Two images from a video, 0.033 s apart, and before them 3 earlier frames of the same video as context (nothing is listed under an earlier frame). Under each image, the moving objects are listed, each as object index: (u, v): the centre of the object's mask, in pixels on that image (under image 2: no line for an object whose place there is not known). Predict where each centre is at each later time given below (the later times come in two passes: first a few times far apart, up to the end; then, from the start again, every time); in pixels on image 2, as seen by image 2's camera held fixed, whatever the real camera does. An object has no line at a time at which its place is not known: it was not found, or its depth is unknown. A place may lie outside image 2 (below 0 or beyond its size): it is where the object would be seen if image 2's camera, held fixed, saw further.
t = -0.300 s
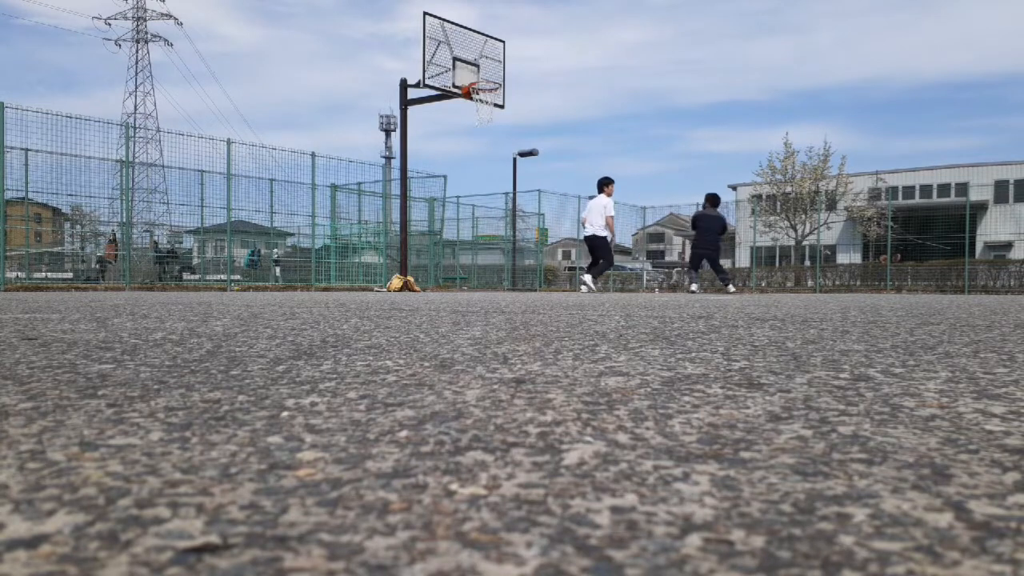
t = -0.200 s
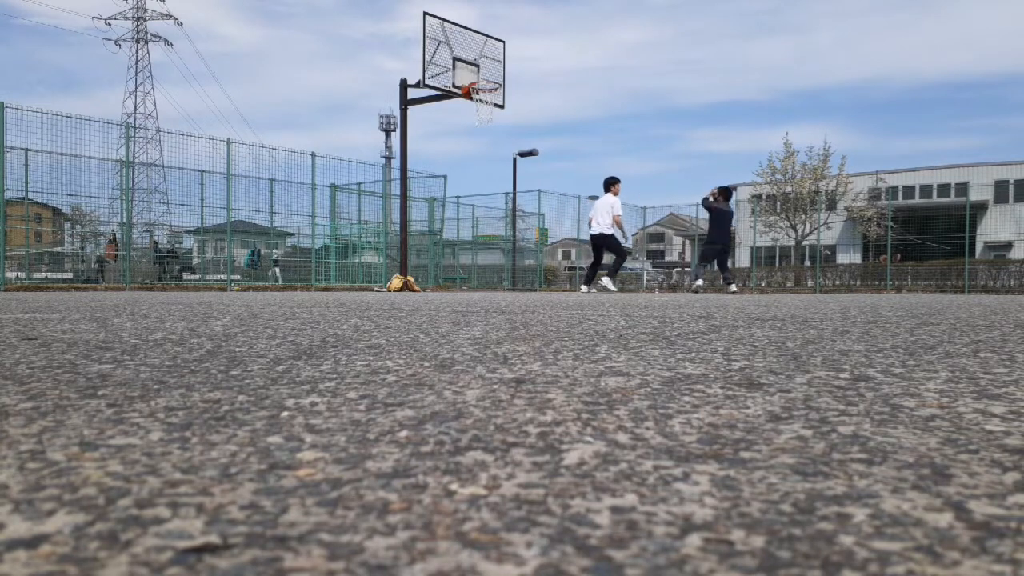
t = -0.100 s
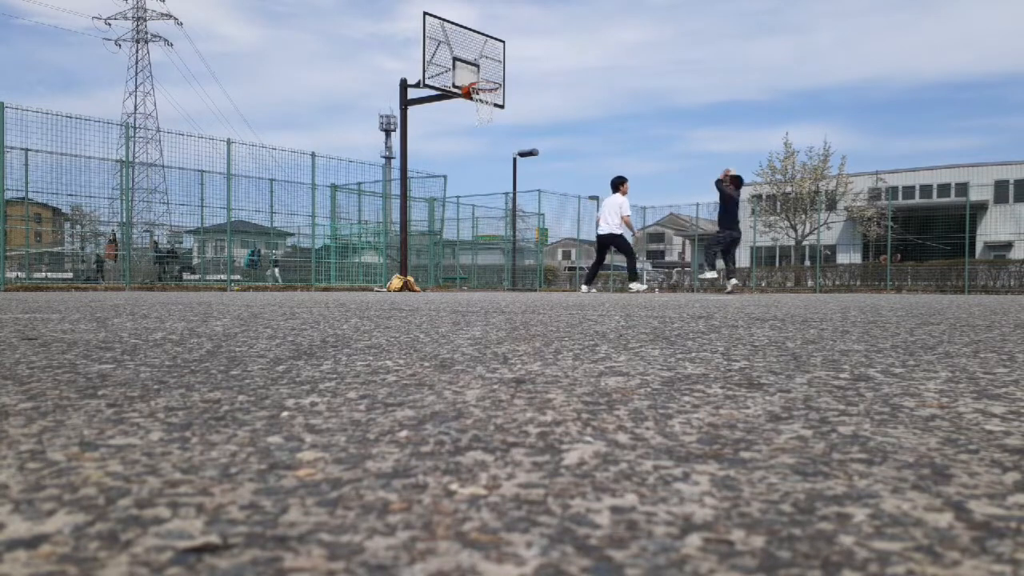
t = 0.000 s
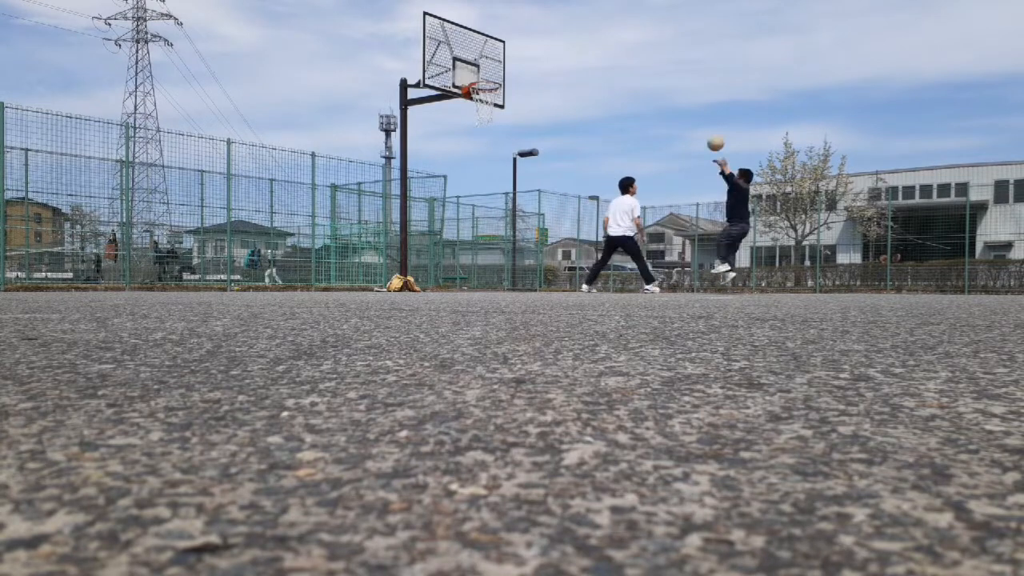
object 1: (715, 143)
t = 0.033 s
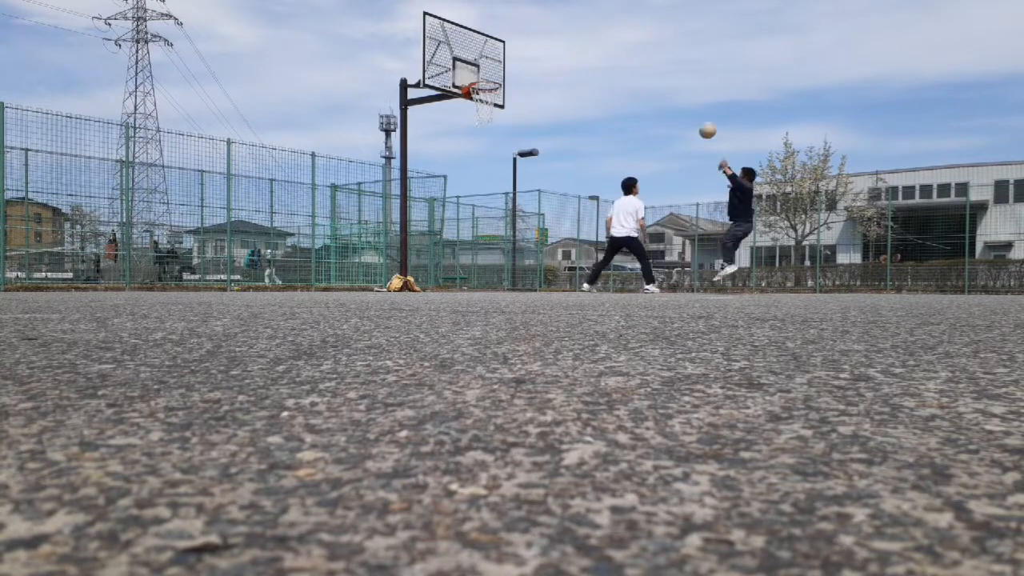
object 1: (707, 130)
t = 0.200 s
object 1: (667, 81)
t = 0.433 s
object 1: (610, 41)
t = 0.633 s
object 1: (561, 36)
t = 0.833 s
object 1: (513, 59)
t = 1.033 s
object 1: (473, 96)
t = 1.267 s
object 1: (471, 115)
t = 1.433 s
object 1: (472, 146)
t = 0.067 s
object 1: (699, 119)
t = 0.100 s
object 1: (691, 109)
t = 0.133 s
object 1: (683, 98)
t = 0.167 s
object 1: (675, 89)
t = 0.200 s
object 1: (667, 81)
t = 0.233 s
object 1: (658, 72)
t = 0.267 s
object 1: (650, 65)
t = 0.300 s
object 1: (642, 59)
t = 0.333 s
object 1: (634, 53)
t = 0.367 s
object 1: (626, 48)
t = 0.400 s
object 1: (618, 44)
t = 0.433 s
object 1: (610, 41)
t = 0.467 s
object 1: (602, 38)
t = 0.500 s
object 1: (594, 36)
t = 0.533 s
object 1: (586, 35)
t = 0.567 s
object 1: (578, 35)
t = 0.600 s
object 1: (570, 35)
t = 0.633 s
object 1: (561, 36)
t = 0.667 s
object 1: (553, 38)
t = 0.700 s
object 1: (545, 41)
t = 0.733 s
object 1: (538, 44)
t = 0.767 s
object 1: (530, 48)
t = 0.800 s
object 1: (522, 53)
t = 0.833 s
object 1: (513, 59)
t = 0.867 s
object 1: (506, 64)
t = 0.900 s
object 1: (499, 71)
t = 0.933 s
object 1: (492, 78)
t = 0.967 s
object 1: (483, 88)
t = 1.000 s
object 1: (479, 91)
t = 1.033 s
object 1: (473, 96)
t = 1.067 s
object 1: (470, 99)
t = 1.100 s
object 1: (470, 100)
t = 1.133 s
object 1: (469, 101)
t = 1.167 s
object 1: (470, 102)
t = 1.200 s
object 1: (470, 106)
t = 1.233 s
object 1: (470, 109)
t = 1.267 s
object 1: (471, 115)
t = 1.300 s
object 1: (471, 119)
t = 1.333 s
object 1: (471, 124)
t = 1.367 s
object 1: (472, 130)
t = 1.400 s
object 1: (472, 137)
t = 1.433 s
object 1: (472, 146)
